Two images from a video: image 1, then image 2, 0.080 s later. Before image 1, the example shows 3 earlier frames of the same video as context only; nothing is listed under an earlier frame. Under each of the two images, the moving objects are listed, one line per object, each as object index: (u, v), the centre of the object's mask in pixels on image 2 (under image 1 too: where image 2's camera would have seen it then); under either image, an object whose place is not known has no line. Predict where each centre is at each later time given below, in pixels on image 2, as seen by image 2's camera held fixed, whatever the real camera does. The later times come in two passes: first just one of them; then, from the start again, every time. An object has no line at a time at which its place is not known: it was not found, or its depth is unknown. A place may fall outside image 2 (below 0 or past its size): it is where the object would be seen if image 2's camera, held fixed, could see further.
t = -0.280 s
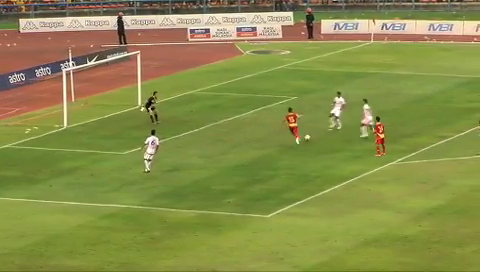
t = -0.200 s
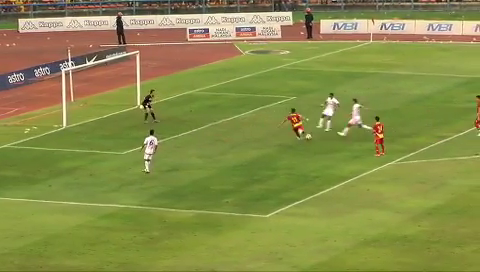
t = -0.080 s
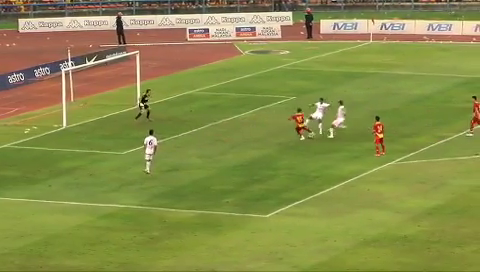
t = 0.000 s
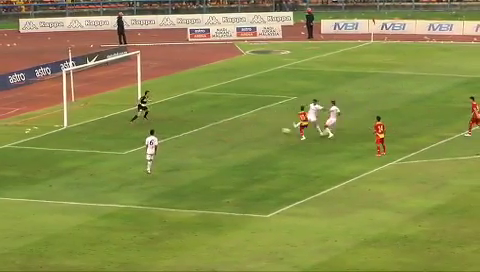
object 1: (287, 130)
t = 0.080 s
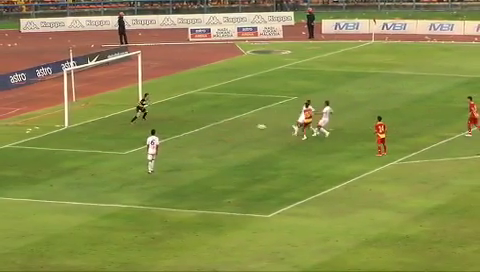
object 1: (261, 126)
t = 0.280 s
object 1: (202, 119)
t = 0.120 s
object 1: (248, 126)
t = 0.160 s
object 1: (236, 124)
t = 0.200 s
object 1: (224, 122)
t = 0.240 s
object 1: (213, 120)
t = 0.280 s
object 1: (202, 119)
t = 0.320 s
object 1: (191, 118)
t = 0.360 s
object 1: (180, 116)
